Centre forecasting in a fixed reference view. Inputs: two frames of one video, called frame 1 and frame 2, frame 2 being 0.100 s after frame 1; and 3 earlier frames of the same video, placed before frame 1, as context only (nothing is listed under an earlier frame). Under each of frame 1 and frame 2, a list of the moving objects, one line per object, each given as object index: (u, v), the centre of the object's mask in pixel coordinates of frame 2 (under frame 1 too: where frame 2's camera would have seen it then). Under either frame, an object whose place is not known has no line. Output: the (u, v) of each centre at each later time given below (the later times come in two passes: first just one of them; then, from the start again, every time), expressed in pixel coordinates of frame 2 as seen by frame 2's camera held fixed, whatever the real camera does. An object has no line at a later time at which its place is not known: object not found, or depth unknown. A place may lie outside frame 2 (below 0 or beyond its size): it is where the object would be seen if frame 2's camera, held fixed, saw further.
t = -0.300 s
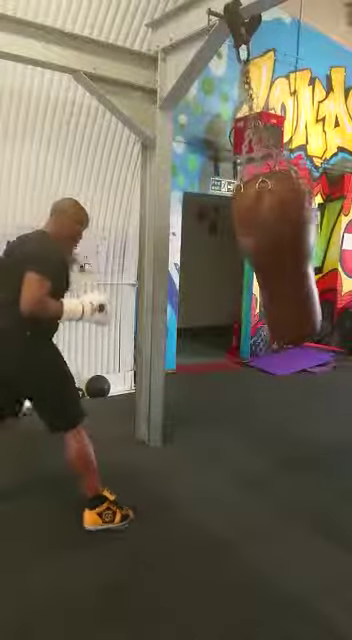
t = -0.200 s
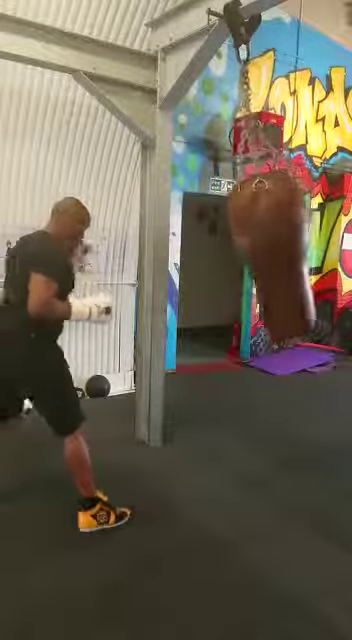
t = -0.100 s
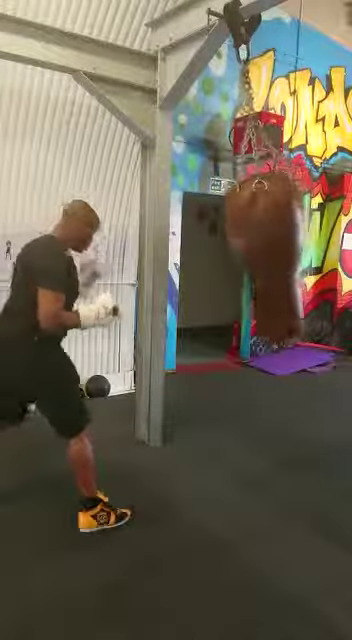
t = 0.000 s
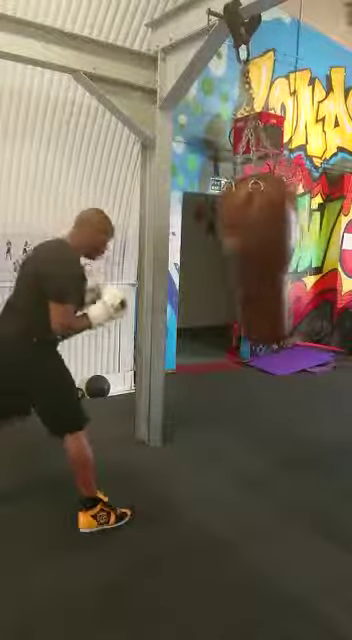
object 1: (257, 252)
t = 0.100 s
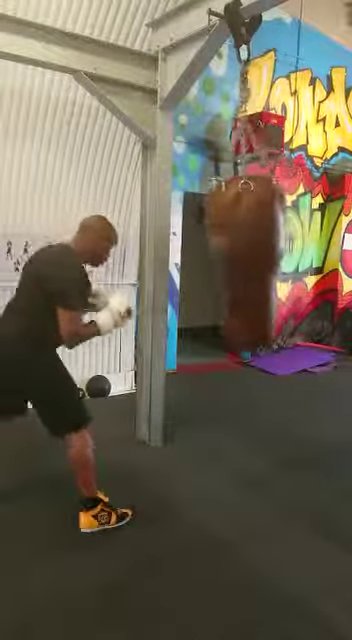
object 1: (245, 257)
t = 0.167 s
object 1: (237, 254)
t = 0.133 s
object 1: (241, 256)
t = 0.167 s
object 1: (237, 254)
